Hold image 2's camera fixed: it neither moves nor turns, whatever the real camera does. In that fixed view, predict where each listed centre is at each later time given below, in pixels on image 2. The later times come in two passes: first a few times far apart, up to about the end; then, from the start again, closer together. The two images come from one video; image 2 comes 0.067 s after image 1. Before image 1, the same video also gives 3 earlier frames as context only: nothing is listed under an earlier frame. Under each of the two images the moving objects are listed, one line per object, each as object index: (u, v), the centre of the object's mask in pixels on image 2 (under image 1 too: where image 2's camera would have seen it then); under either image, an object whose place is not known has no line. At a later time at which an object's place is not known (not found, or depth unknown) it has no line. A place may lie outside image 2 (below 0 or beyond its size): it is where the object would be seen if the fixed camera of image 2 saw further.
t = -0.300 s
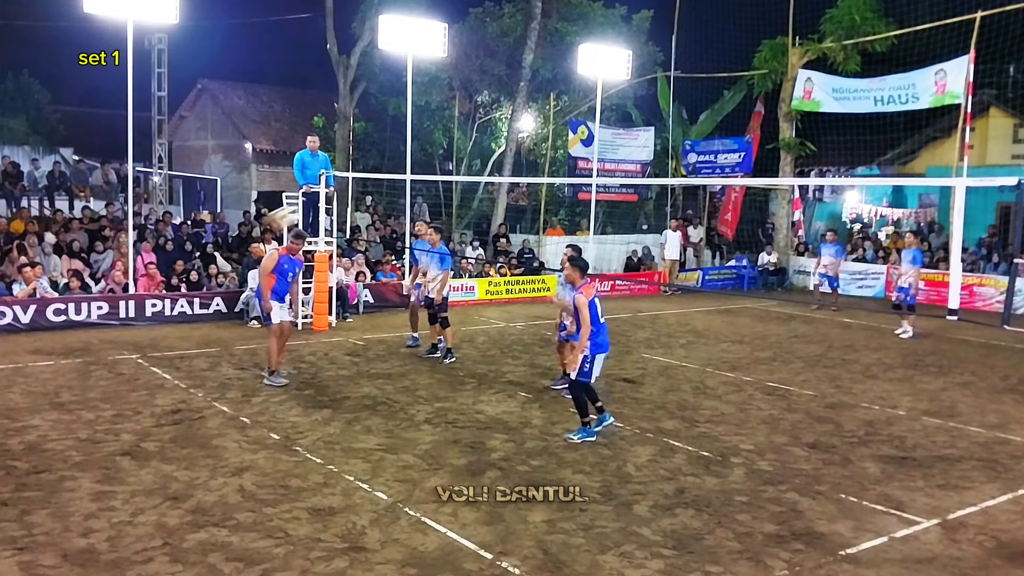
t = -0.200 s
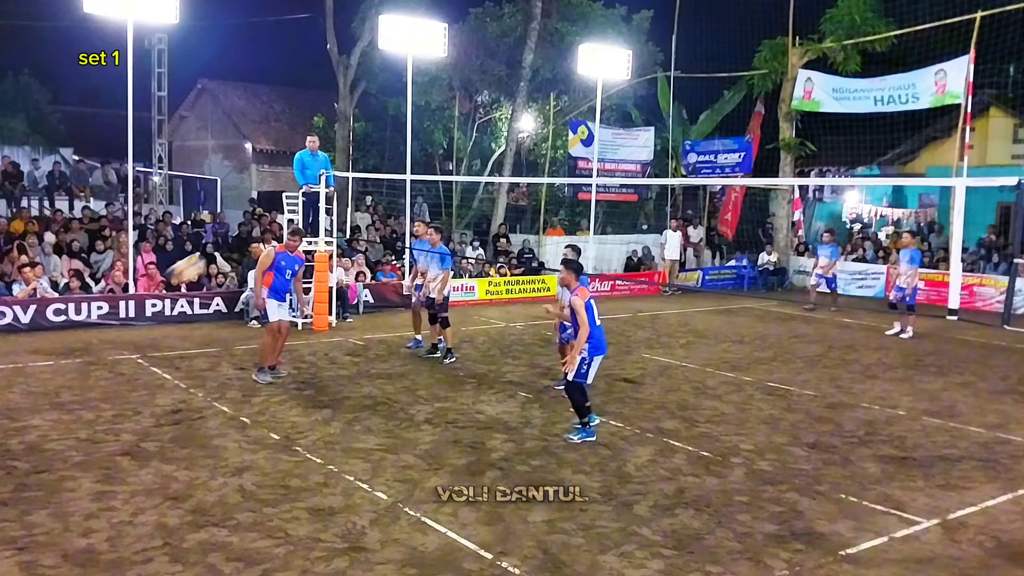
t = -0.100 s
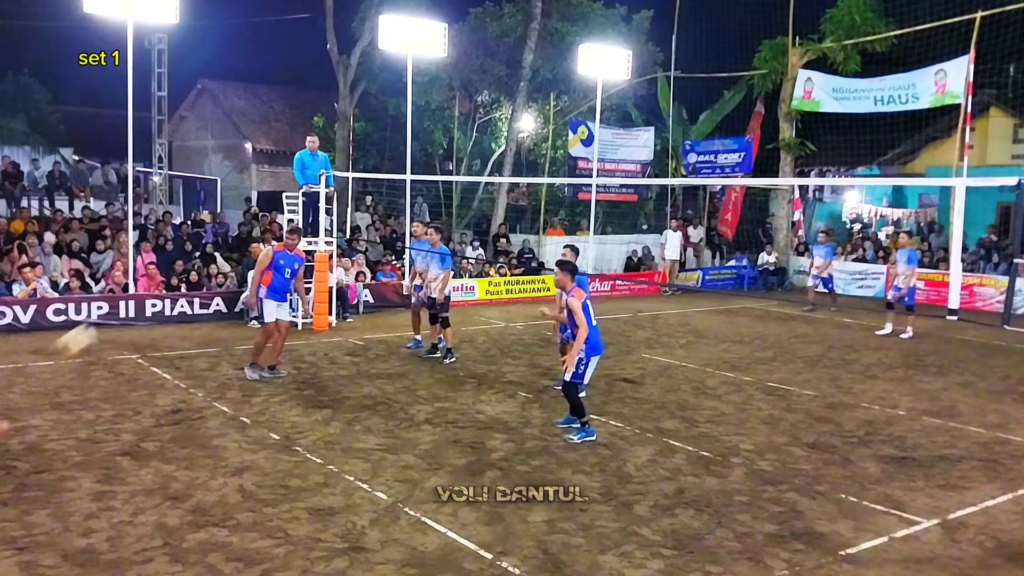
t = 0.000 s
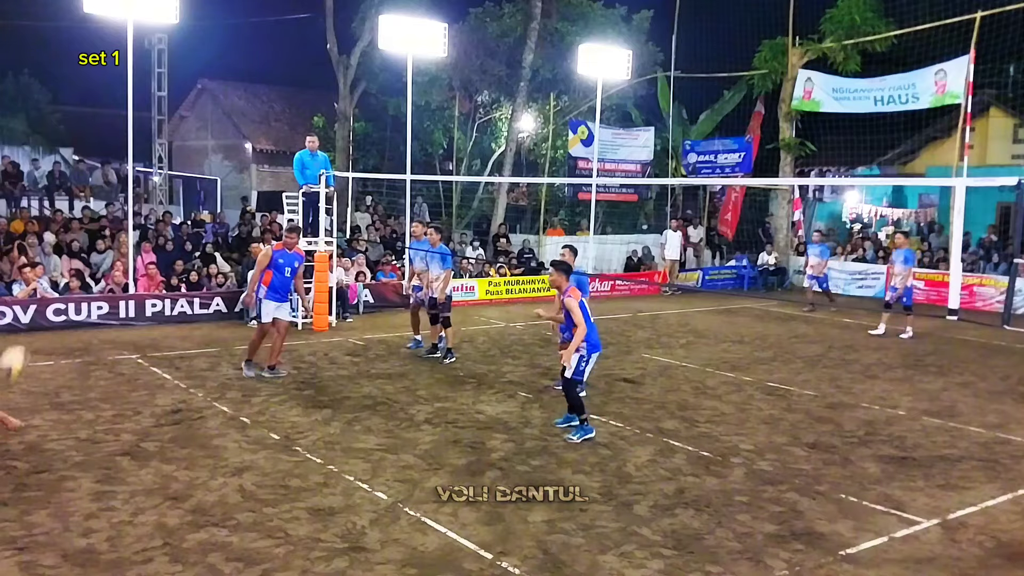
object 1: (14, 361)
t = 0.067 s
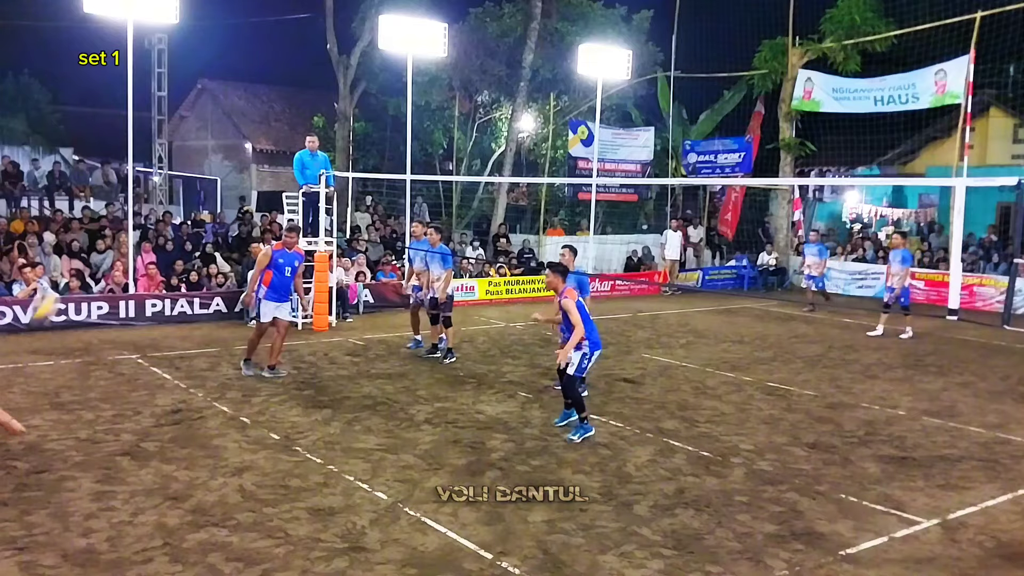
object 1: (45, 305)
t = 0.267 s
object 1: (132, 170)
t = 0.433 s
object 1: (200, 95)
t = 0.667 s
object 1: (288, 48)
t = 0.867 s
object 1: (358, 55)
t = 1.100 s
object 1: (434, 115)
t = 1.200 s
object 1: (464, 157)
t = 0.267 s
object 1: (132, 170)
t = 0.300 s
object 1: (147, 153)
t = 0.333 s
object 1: (160, 136)
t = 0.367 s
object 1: (173, 121)
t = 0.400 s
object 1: (187, 107)
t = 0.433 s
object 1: (200, 95)
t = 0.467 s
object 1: (212, 85)
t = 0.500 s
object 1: (225, 76)
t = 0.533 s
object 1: (238, 68)
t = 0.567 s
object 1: (251, 61)
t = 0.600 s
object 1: (263, 55)
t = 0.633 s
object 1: (275, 51)
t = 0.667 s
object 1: (288, 48)
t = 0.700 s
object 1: (300, 46)
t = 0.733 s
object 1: (312, 45)
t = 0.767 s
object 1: (323, 46)
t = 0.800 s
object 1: (335, 47)
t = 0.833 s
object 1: (346, 50)
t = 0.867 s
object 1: (358, 55)
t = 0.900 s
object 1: (369, 60)
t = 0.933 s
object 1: (381, 66)
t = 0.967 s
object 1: (391, 74)
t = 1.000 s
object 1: (402, 82)
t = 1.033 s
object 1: (413, 92)
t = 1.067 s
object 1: (423, 103)
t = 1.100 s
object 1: (434, 115)
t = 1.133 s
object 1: (444, 127)
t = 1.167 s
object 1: (454, 142)
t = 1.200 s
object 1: (464, 157)
